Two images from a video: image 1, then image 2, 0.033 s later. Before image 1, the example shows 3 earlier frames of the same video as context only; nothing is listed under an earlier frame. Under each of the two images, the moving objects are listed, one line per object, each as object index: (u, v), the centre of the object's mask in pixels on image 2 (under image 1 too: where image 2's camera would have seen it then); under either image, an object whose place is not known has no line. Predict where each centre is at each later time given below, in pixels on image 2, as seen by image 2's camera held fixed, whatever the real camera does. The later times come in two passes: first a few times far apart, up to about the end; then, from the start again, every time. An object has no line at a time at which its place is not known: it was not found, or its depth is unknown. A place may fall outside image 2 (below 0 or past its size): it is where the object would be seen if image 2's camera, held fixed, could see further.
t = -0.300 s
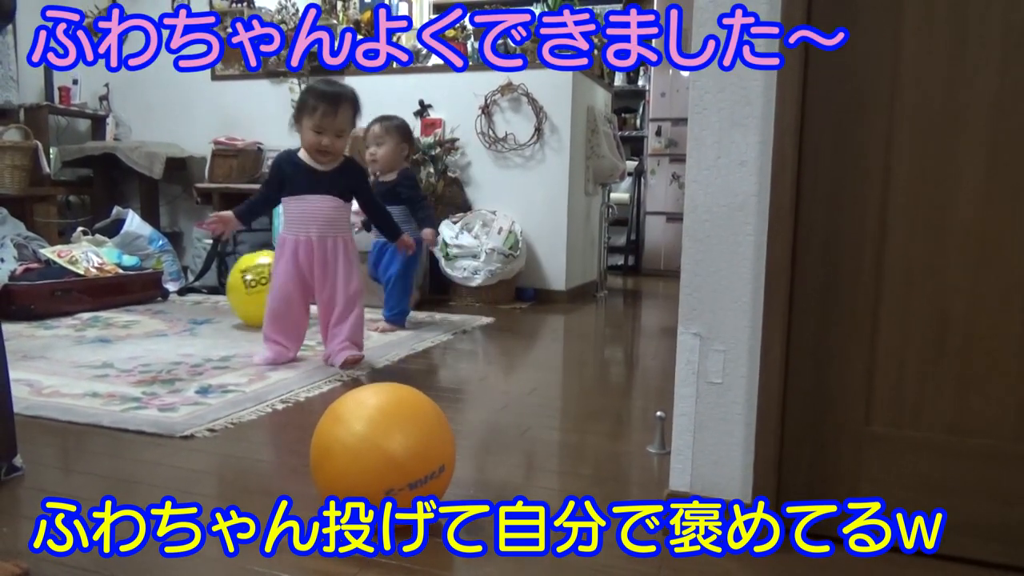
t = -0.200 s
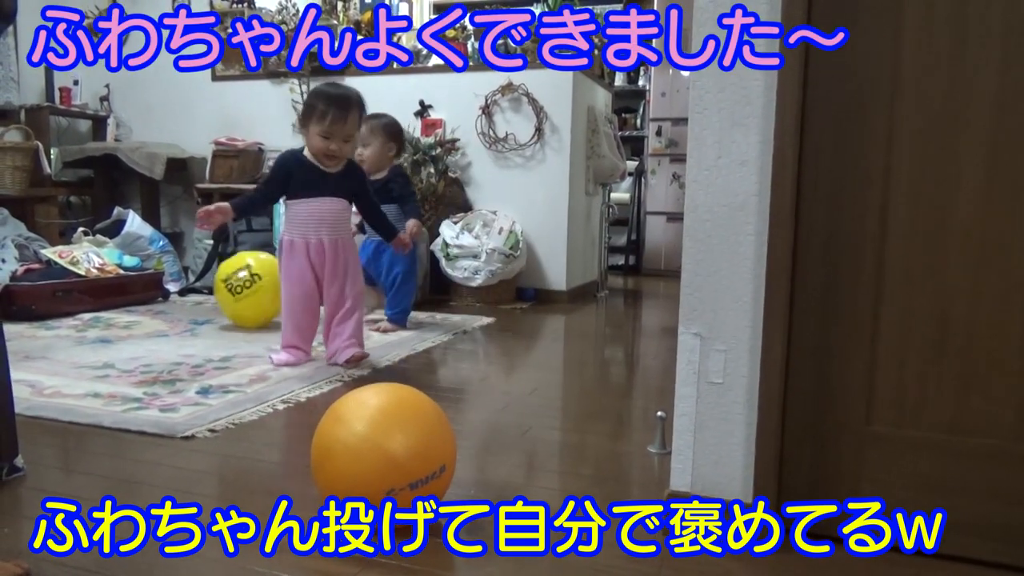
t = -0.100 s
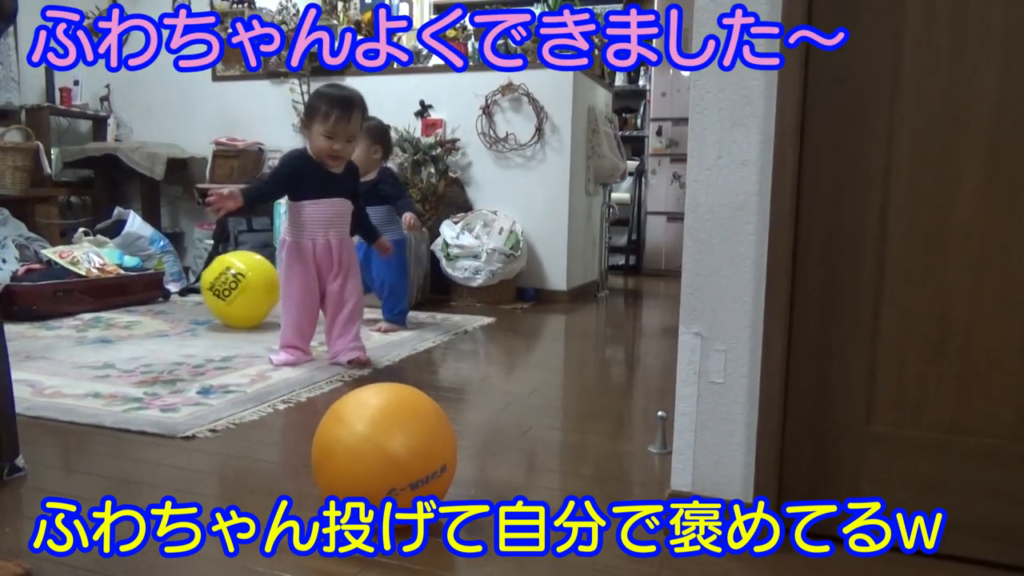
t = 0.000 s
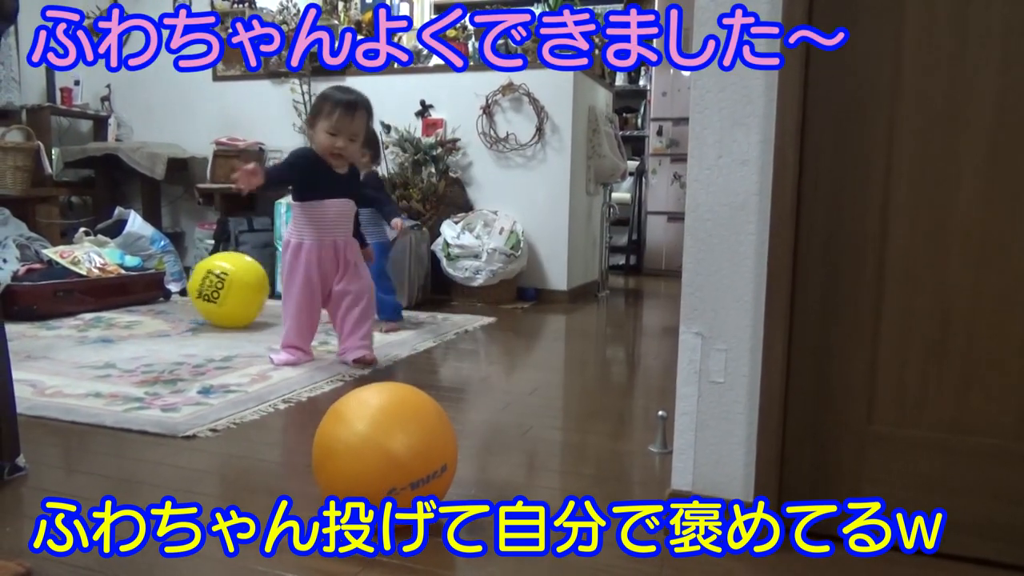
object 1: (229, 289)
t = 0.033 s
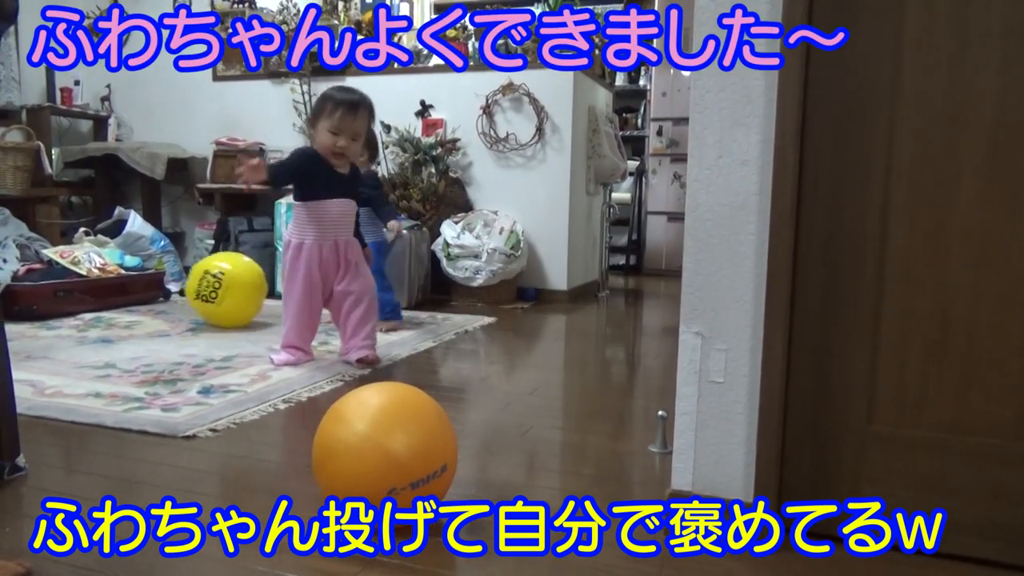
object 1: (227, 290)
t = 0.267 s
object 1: (197, 289)
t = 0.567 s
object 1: (162, 286)
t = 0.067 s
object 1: (222, 290)
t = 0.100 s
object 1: (218, 289)
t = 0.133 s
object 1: (214, 289)
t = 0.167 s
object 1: (210, 289)
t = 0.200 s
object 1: (205, 289)
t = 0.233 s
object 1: (201, 289)
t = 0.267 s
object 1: (197, 289)
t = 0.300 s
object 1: (193, 289)
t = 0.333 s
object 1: (188, 289)
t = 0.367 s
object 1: (185, 288)
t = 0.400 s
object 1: (181, 288)
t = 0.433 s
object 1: (177, 287)
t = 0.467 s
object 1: (174, 287)
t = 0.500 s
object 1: (170, 286)
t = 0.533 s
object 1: (166, 286)
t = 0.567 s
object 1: (162, 286)
